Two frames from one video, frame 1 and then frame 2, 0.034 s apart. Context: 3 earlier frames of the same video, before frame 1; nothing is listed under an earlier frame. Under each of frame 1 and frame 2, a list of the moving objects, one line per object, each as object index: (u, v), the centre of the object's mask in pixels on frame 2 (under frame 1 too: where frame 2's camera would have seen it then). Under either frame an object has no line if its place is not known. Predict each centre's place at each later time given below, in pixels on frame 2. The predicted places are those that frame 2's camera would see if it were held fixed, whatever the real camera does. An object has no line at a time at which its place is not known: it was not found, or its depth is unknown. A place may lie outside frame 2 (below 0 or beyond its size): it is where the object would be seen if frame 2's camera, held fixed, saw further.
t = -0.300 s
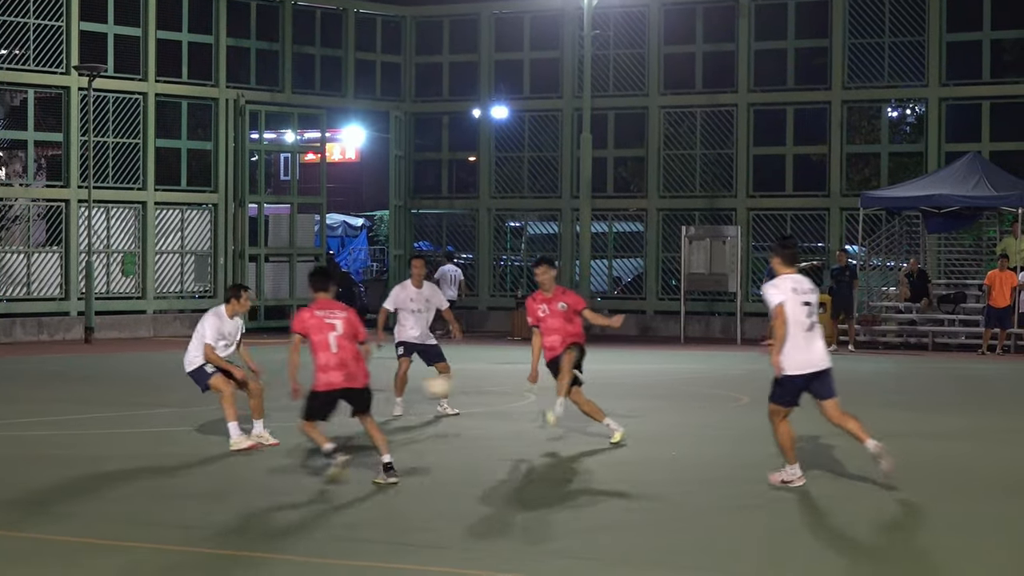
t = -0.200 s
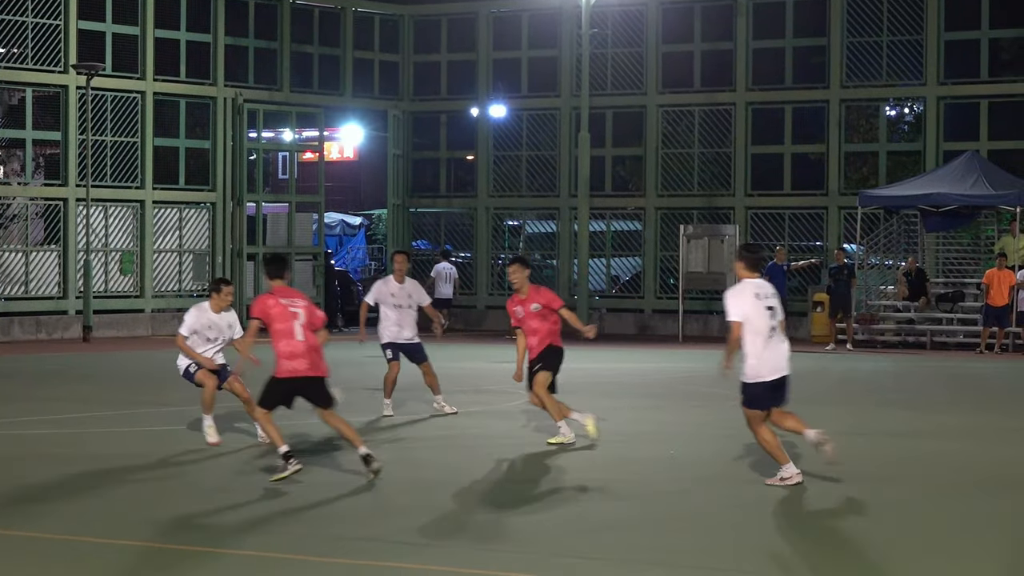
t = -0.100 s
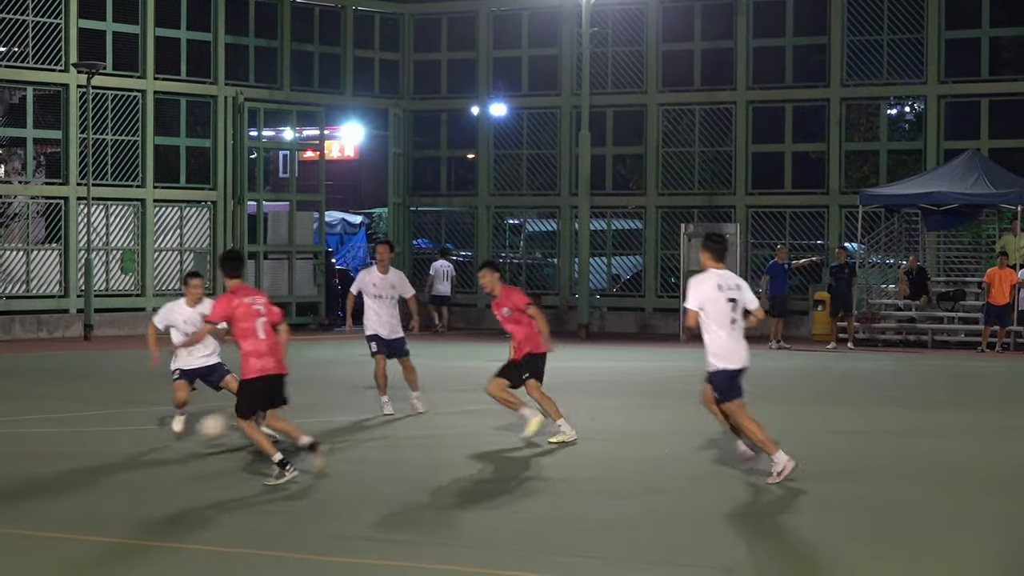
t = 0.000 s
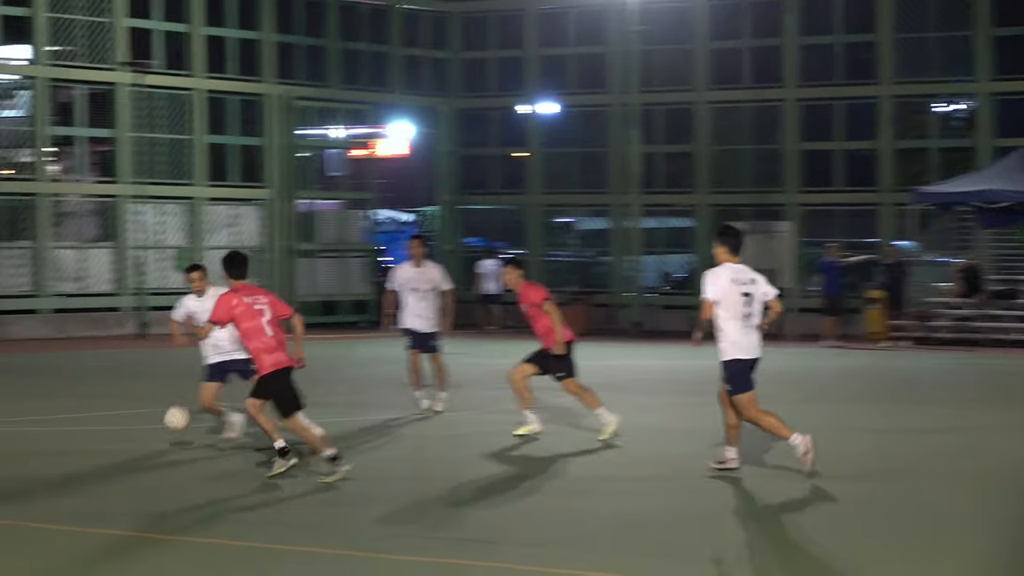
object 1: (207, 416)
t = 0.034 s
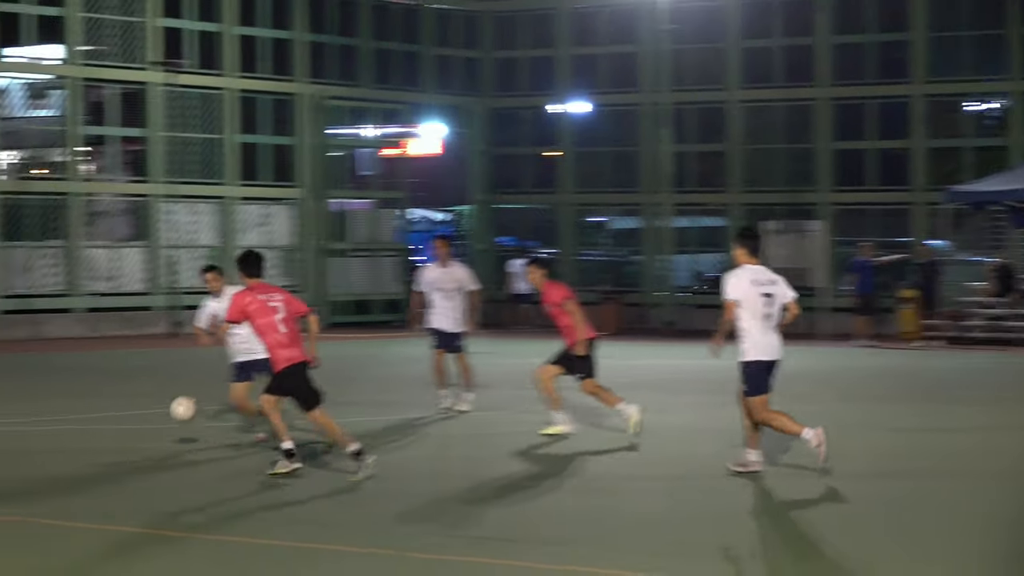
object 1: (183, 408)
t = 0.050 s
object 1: (170, 405)
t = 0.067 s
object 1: (158, 403)
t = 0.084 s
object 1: (147, 401)
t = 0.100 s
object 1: (134, 400)
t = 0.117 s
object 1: (122, 398)
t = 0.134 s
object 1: (110, 396)
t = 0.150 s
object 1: (96, 396)
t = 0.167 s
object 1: (83, 396)
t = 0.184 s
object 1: (70, 396)
